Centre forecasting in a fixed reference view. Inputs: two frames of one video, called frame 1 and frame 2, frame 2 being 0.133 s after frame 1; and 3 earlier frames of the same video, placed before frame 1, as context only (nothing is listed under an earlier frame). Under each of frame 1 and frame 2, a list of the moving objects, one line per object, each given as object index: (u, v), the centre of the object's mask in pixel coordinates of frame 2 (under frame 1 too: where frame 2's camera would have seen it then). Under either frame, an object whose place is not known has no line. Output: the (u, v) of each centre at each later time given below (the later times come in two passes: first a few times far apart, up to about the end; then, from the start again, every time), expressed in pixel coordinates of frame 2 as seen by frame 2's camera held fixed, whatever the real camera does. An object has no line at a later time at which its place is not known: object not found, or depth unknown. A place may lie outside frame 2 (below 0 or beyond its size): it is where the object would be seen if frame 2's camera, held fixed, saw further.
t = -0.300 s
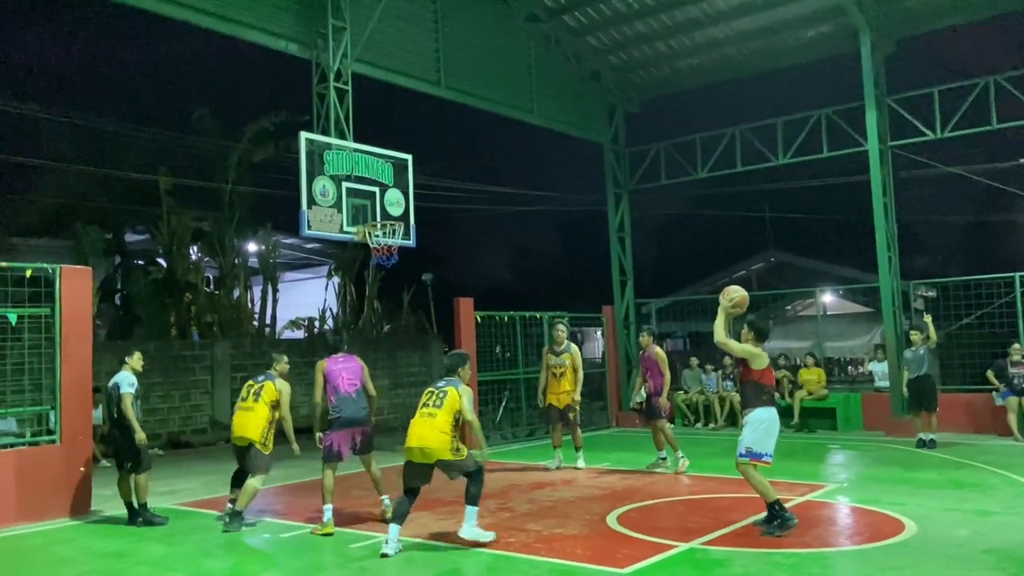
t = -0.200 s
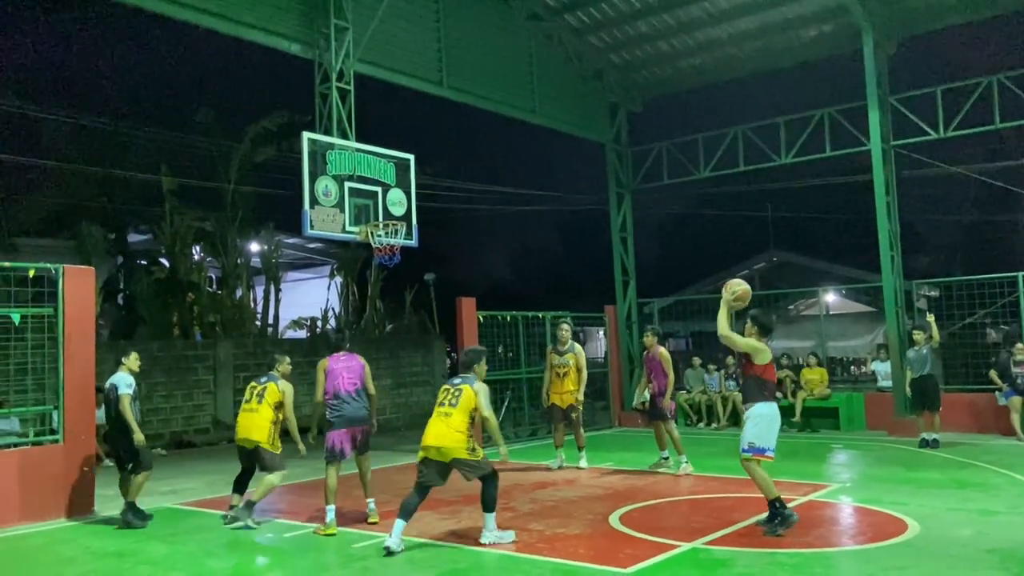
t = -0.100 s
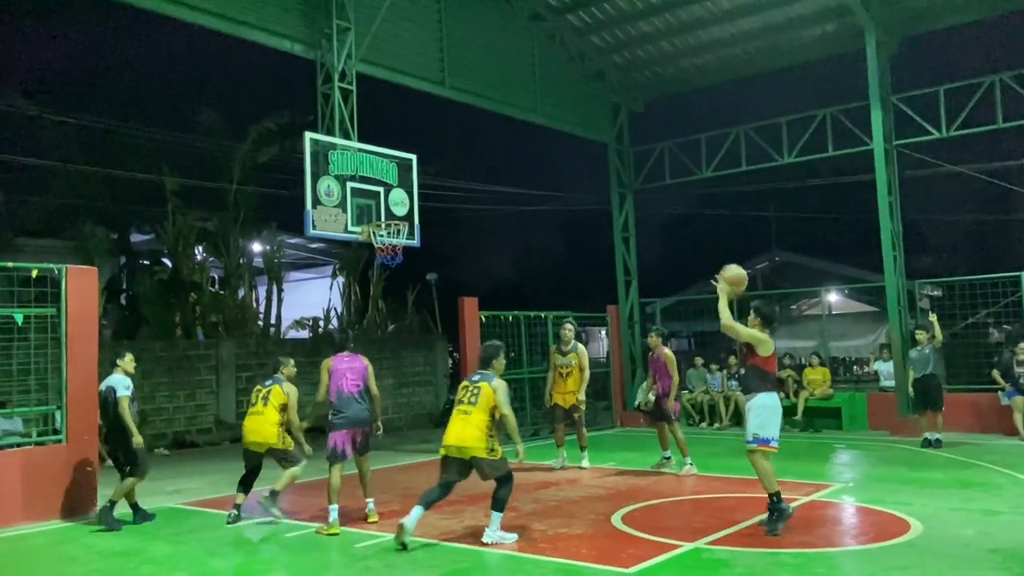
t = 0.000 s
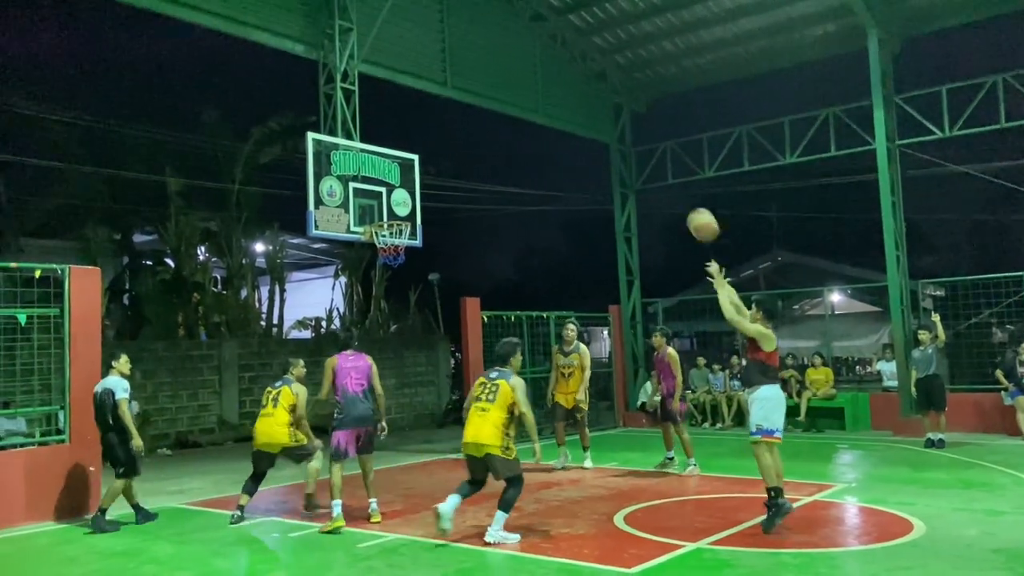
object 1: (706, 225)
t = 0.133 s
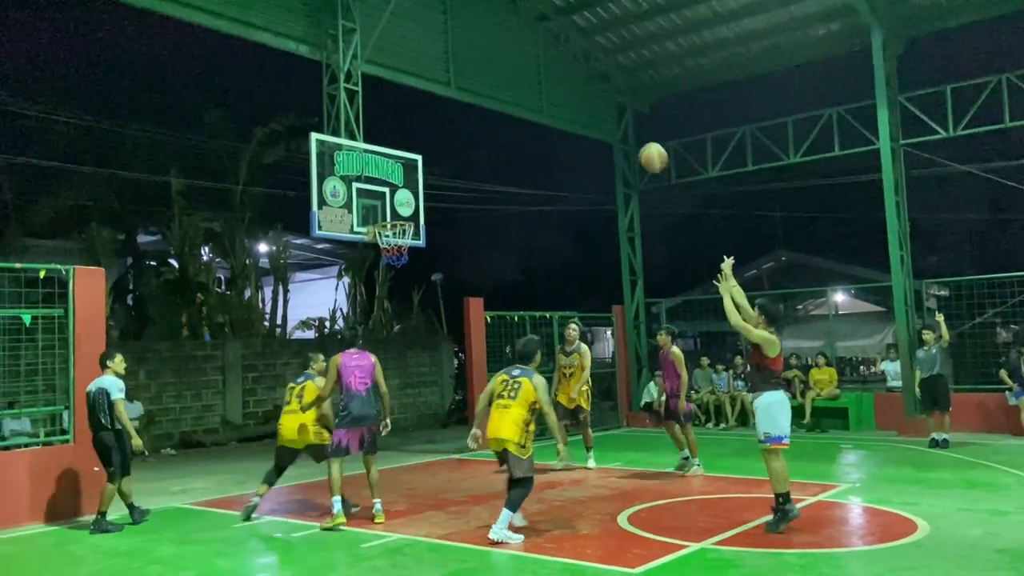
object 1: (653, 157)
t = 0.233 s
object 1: (618, 124)
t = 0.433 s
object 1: (556, 89)
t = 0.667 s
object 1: (495, 97)
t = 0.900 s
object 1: (442, 150)
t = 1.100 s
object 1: (410, 217)
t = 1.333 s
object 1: (458, 243)
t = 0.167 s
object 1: (641, 145)
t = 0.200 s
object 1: (629, 134)
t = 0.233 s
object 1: (618, 124)
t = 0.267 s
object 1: (607, 115)
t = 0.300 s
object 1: (596, 107)
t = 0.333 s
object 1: (586, 100)
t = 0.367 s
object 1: (575, 95)
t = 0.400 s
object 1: (565, 92)
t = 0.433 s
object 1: (556, 89)
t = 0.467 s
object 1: (546, 87)
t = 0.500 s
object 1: (537, 86)
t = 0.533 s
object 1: (528, 86)
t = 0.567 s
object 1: (520, 88)
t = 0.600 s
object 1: (511, 90)
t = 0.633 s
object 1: (502, 93)
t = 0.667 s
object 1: (495, 97)
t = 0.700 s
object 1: (487, 102)
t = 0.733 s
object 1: (479, 108)
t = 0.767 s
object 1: (470, 115)
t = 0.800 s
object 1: (463, 122)
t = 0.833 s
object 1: (456, 131)
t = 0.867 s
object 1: (449, 140)
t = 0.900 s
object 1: (442, 150)
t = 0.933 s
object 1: (436, 160)
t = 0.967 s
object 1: (430, 172)
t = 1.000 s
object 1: (423, 183)
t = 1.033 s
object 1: (417, 196)
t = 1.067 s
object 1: (411, 211)
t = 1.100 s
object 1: (410, 217)
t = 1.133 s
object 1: (417, 219)
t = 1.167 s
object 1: (423, 220)
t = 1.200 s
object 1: (430, 223)
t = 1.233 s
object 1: (436, 227)
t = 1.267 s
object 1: (443, 231)
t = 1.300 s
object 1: (450, 236)
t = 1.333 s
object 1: (458, 243)
